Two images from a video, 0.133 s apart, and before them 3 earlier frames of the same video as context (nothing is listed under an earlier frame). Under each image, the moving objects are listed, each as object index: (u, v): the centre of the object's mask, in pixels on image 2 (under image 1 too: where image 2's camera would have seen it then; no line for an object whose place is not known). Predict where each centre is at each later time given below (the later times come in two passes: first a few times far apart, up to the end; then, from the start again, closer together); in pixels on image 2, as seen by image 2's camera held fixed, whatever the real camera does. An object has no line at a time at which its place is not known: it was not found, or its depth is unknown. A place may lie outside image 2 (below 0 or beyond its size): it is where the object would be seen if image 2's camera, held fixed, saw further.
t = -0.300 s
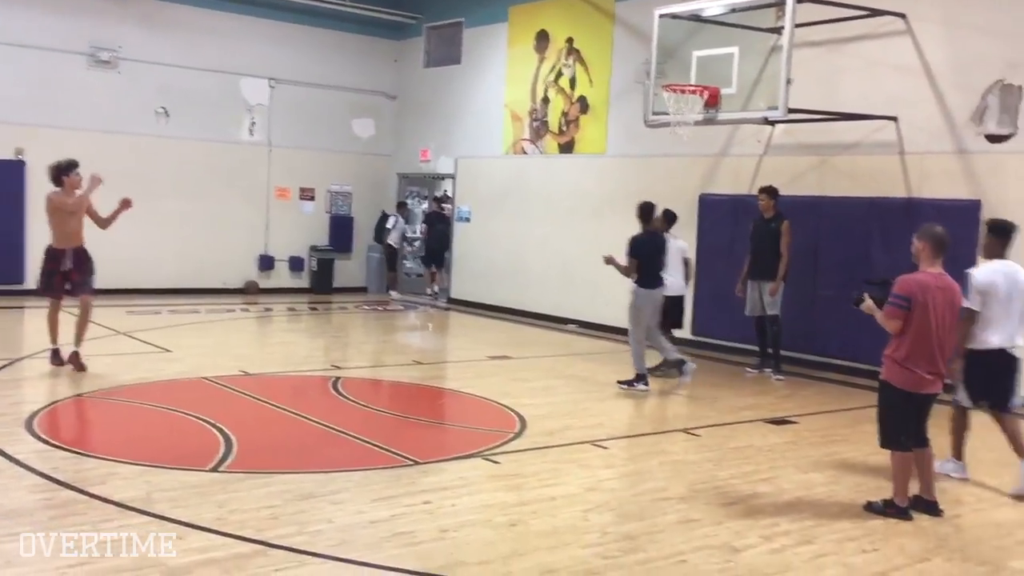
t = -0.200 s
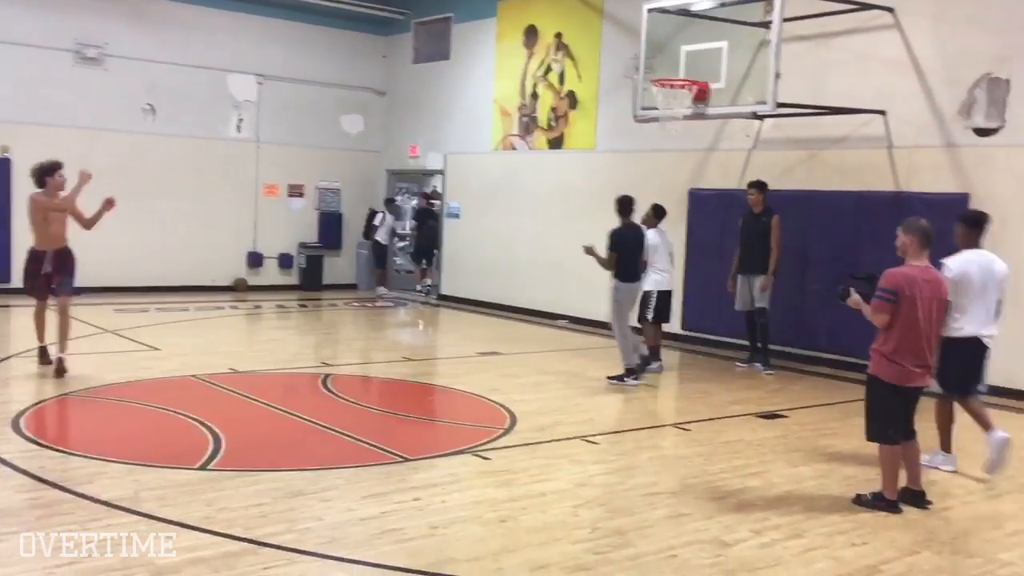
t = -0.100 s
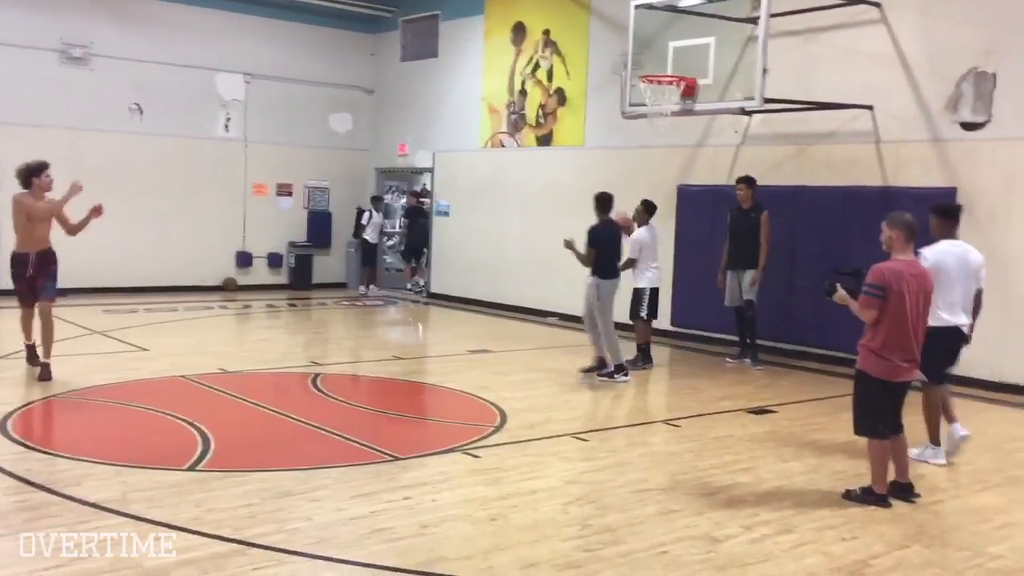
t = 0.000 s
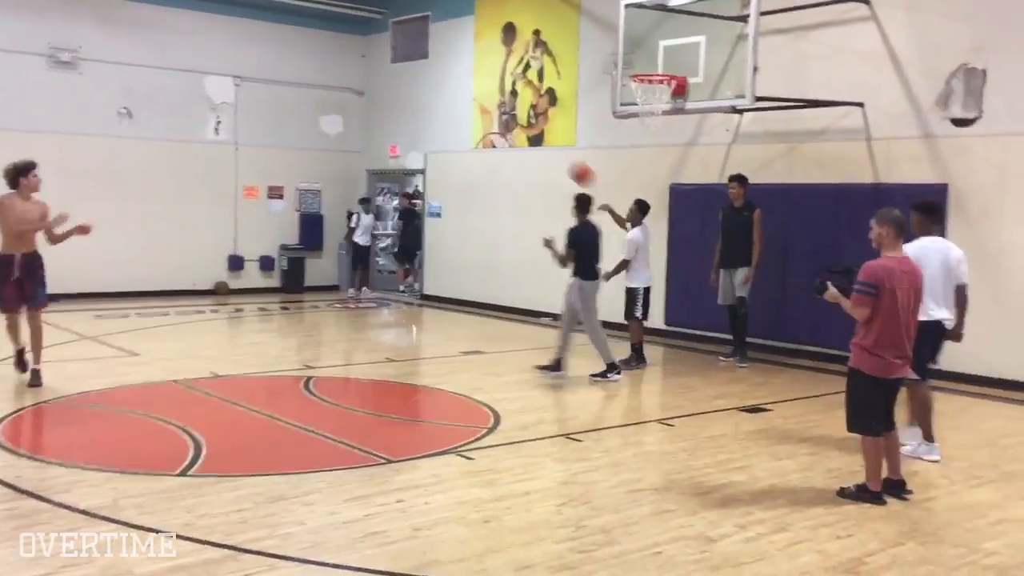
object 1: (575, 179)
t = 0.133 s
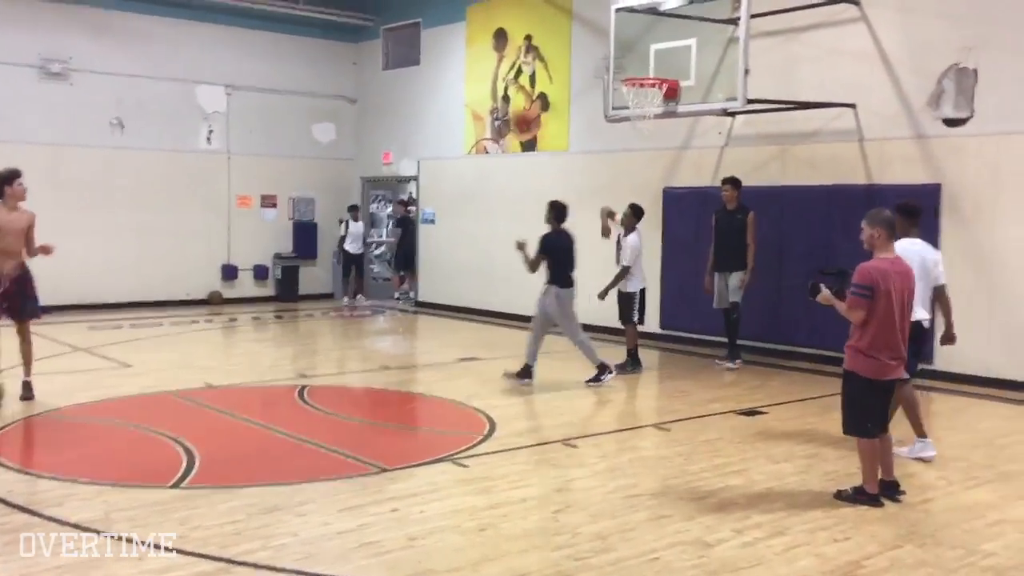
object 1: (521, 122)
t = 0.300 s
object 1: (447, 62)
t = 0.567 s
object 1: (303, 16)
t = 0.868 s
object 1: (96, 66)
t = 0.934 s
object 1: (43, 95)
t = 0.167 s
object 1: (507, 106)
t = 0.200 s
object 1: (493, 94)
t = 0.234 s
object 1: (477, 83)
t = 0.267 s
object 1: (463, 72)
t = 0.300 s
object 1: (447, 62)
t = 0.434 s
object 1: (380, 31)
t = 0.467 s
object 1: (361, 26)
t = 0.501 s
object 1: (342, 22)
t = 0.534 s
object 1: (322, 18)
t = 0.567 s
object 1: (303, 16)
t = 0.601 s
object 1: (282, 16)
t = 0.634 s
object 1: (261, 17)
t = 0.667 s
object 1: (241, 20)
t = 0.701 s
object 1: (218, 24)
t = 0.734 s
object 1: (195, 29)
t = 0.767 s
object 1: (172, 36)
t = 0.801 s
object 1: (147, 44)
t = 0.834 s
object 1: (122, 54)
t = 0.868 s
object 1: (96, 66)
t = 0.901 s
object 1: (70, 79)
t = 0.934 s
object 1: (43, 95)
